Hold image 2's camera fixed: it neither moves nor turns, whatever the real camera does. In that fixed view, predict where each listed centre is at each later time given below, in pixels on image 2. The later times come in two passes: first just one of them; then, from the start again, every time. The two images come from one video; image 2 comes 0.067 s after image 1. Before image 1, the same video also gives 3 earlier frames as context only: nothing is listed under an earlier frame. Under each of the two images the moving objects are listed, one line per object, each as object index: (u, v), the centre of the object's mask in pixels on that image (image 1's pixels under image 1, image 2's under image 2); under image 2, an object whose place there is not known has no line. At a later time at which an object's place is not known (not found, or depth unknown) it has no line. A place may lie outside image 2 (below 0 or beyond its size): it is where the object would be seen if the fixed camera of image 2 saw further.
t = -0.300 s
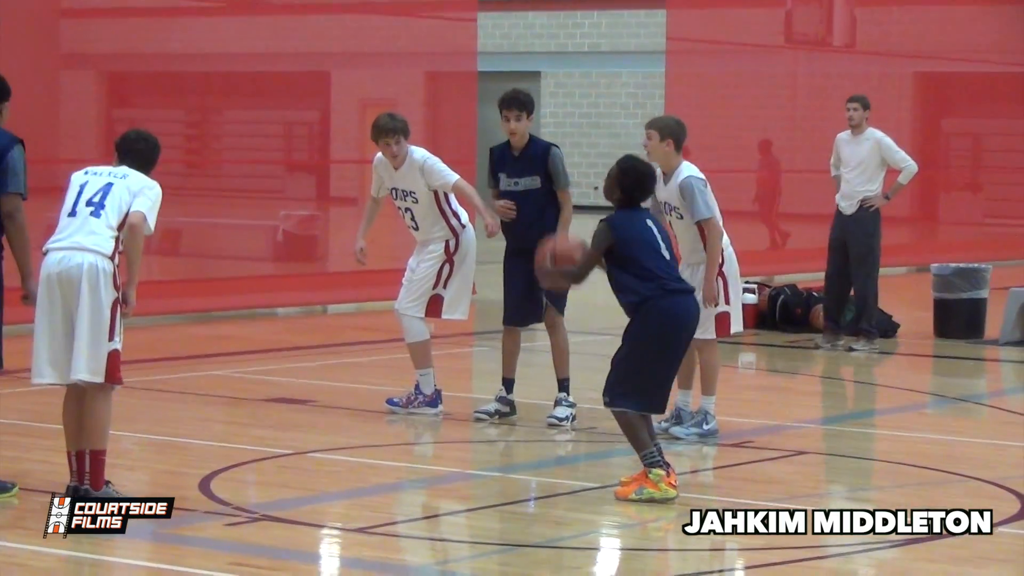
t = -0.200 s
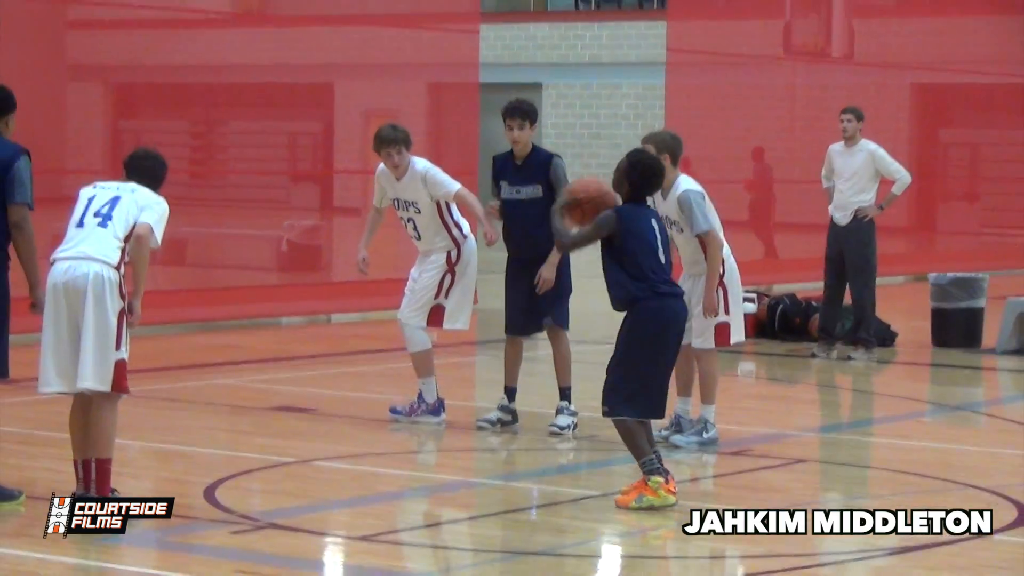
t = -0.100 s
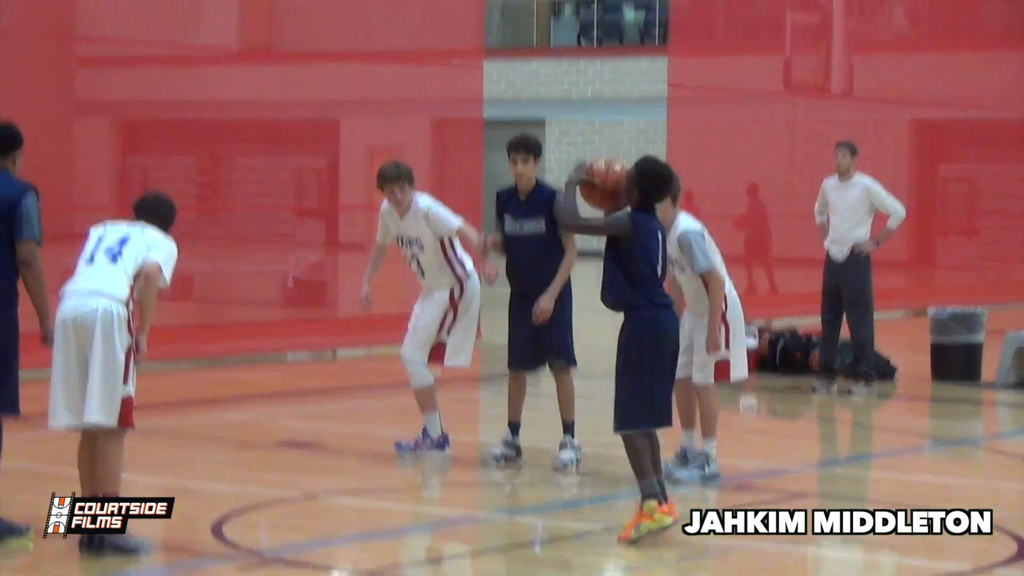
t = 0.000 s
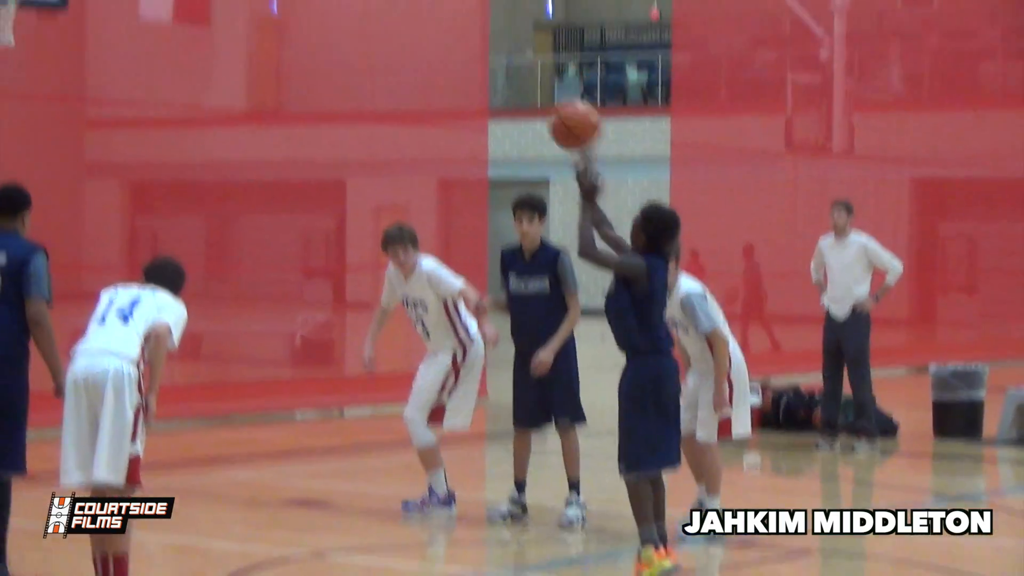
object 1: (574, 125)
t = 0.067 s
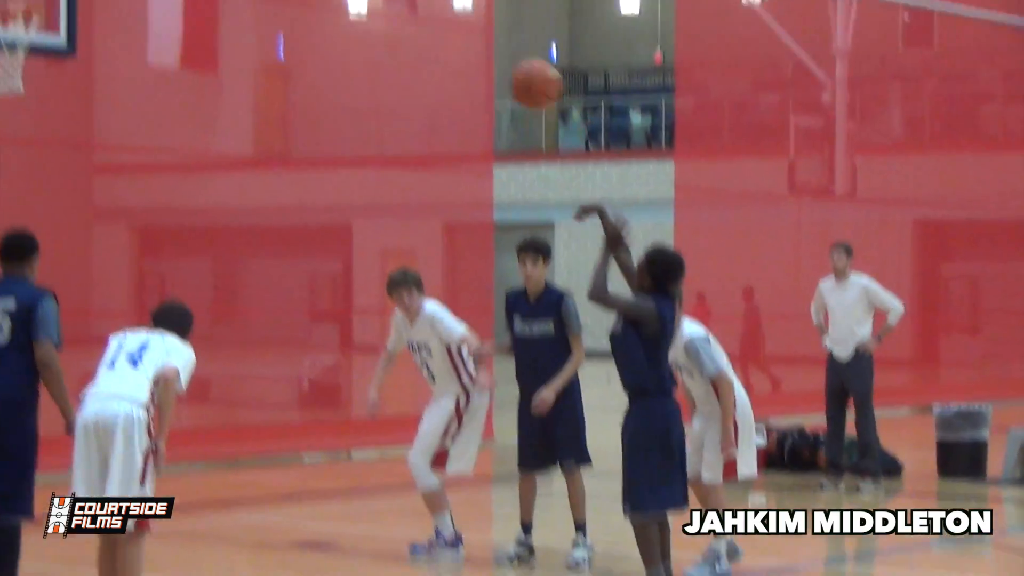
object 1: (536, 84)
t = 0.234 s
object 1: (427, -82)
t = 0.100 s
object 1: (514, 45)
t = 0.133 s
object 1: (491, 9)
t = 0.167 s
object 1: (471, -24)
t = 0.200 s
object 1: (448, -55)
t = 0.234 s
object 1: (427, -82)
